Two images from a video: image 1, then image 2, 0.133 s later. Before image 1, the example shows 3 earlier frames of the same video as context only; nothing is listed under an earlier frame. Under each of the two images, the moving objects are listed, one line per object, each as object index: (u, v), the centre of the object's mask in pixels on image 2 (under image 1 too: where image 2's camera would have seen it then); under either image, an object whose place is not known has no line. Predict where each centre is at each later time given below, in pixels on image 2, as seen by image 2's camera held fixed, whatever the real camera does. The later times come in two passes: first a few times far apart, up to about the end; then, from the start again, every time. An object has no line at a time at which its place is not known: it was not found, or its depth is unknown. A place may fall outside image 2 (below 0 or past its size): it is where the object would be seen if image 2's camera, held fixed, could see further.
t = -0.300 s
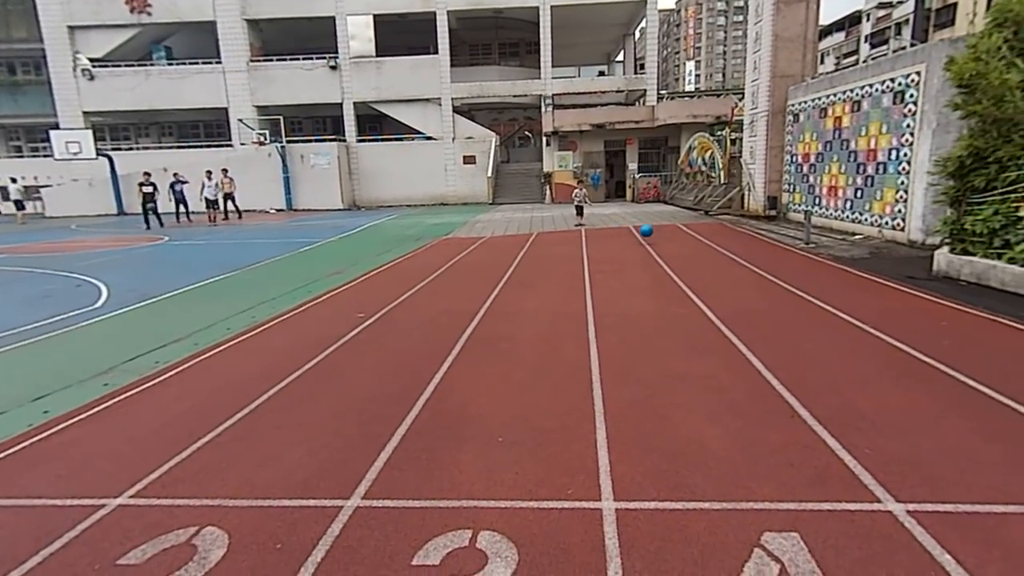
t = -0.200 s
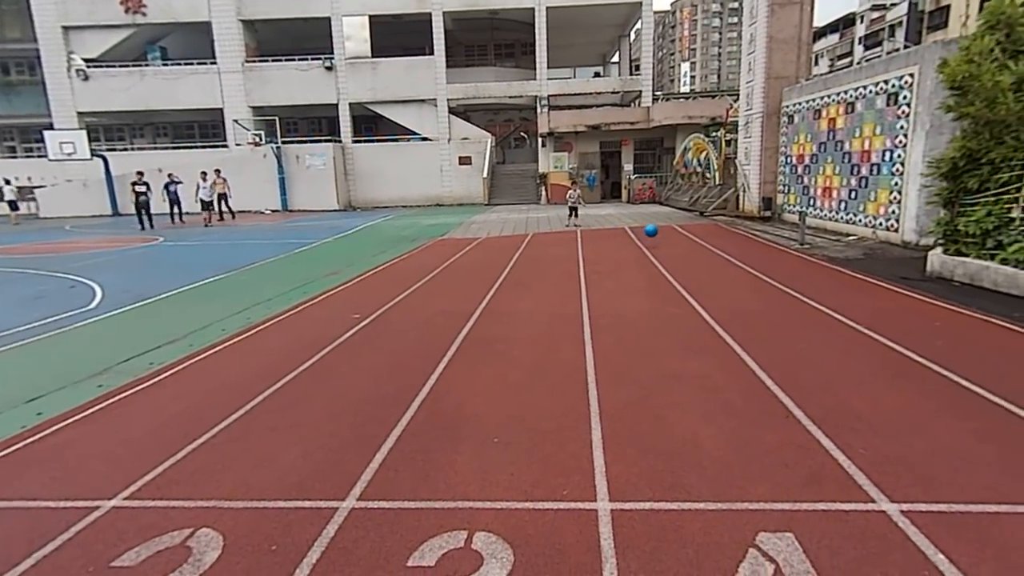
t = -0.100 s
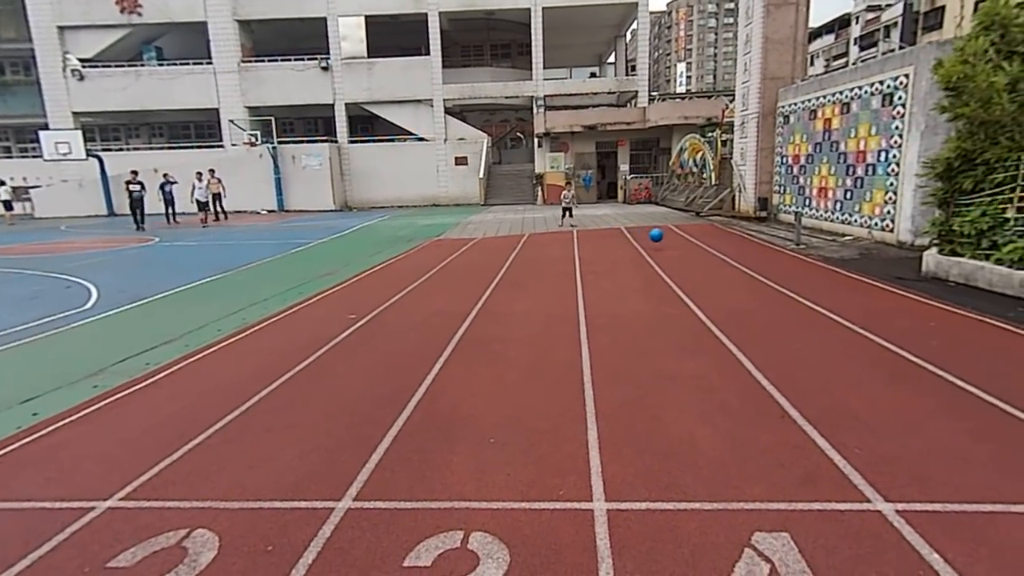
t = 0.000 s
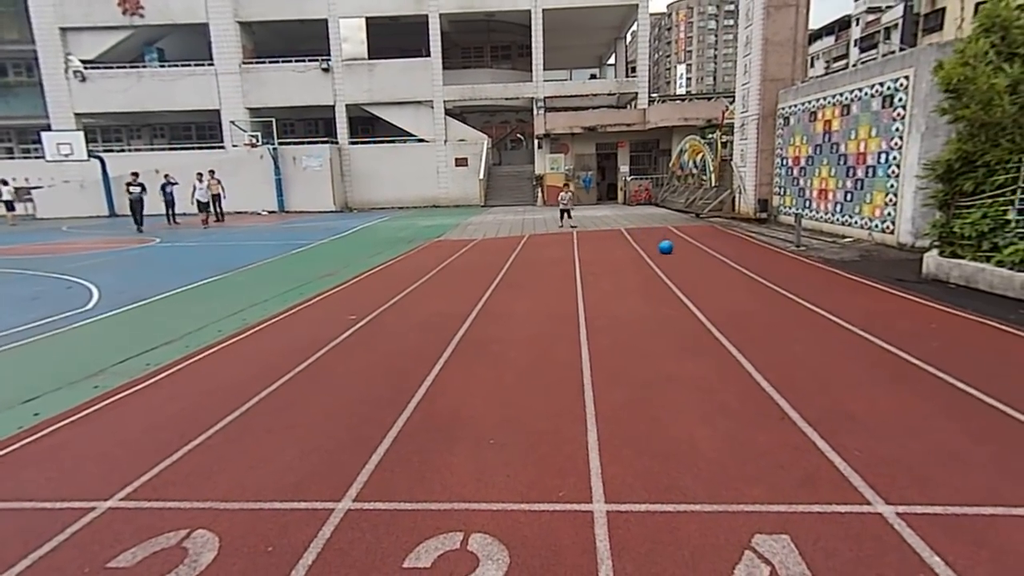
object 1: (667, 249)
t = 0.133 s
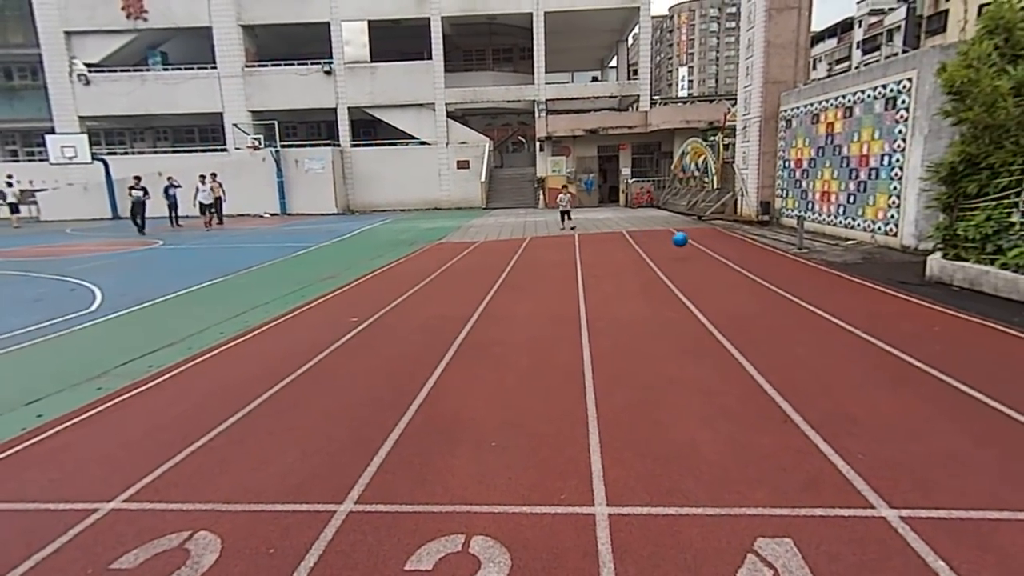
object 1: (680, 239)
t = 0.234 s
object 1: (690, 239)
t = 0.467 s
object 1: (713, 256)
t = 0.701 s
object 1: (739, 247)
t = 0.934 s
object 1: (765, 263)
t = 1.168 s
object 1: (796, 265)
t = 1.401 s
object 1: (830, 269)
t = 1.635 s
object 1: (865, 284)
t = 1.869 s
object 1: (904, 285)
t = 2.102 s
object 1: (951, 293)
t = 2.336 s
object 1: (1003, 302)
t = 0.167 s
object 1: (683, 238)
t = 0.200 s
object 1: (686, 238)
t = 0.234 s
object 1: (690, 239)
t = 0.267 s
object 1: (693, 241)
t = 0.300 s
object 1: (696, 243)
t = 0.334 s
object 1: (699, 246)
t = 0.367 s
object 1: (703, 250)
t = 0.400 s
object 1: (706, 254)
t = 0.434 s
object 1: (710, 259)
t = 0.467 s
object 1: (713, 256)
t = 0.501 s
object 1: (717, 253)
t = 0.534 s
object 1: (720, 250)
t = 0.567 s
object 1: (723, 248)
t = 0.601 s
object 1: (727, 247)
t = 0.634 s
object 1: (731, 246)
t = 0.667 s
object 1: (735, 246)
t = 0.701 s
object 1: (739, 247)
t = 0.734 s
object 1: (743, 250)
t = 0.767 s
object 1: (746, 253)
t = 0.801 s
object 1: (750, 257)
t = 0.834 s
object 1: (753, 262)
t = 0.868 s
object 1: (757, 267)
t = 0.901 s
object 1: (761, 267)
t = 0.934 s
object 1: (765, 263)
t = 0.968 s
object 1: (770, 261)
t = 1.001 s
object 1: (775, 259)
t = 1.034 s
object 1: (779, 259)
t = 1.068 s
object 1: (783, 259)
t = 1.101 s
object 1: (787, 260)
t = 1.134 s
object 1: (792, 262)
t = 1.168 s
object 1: (796, 265)
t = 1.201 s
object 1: (800, 269)
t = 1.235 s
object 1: (805, 274)
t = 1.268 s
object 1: (809, 277)
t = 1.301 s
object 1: (814, 274)
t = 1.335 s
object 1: (820, 271)
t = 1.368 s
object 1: (825, 270)
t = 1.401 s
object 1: (830, 269)
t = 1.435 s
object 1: (834, 270)
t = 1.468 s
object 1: (839, 271)
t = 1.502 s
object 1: (844, 273)
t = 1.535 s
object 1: (849, 275)
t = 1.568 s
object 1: (854, 279)
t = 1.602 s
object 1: (859, 285)
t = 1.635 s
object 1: (865, 284)
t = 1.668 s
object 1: (871, 281)
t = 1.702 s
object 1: (877, 279)
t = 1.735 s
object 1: (883, 278)
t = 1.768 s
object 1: (888, 278)
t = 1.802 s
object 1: (893, 280)
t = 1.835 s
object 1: (899, 282)
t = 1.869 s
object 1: (904, 285)
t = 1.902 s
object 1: (910, 290)
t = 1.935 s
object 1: (916, 294)
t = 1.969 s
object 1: (922, 292)
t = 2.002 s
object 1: (930, 289)
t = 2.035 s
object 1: (937, 289)
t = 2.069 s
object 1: (944, 290)
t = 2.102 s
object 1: (951, 293)
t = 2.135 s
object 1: (958, 296)
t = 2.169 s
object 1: (965, 300)
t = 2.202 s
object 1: (971, 302)
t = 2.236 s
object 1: (979, 301)
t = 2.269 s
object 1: (986, 300)
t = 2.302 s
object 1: (995, 300)
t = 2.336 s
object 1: (1003, 302)
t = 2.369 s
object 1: (1012, 305)
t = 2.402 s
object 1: (1023, 310)
